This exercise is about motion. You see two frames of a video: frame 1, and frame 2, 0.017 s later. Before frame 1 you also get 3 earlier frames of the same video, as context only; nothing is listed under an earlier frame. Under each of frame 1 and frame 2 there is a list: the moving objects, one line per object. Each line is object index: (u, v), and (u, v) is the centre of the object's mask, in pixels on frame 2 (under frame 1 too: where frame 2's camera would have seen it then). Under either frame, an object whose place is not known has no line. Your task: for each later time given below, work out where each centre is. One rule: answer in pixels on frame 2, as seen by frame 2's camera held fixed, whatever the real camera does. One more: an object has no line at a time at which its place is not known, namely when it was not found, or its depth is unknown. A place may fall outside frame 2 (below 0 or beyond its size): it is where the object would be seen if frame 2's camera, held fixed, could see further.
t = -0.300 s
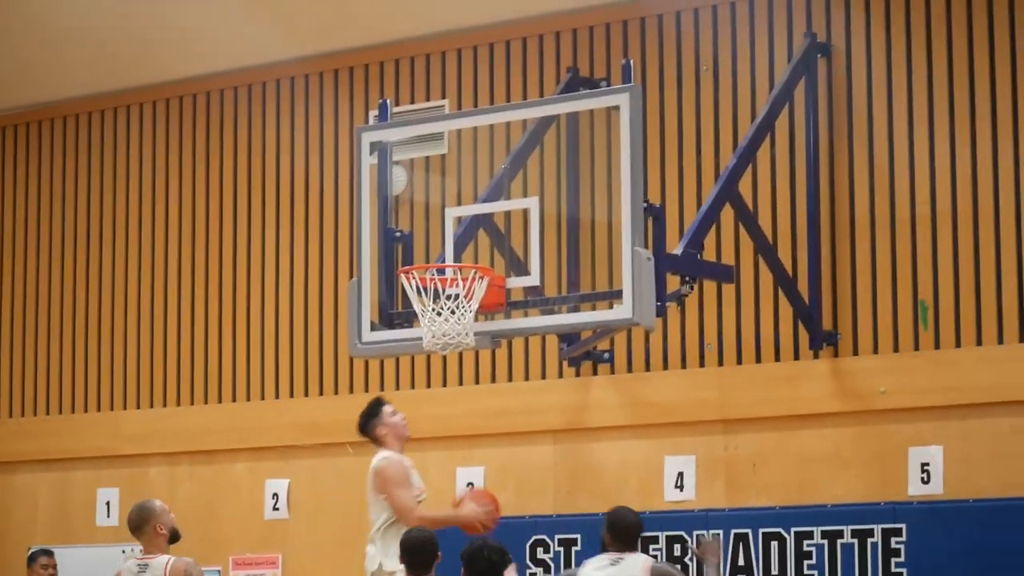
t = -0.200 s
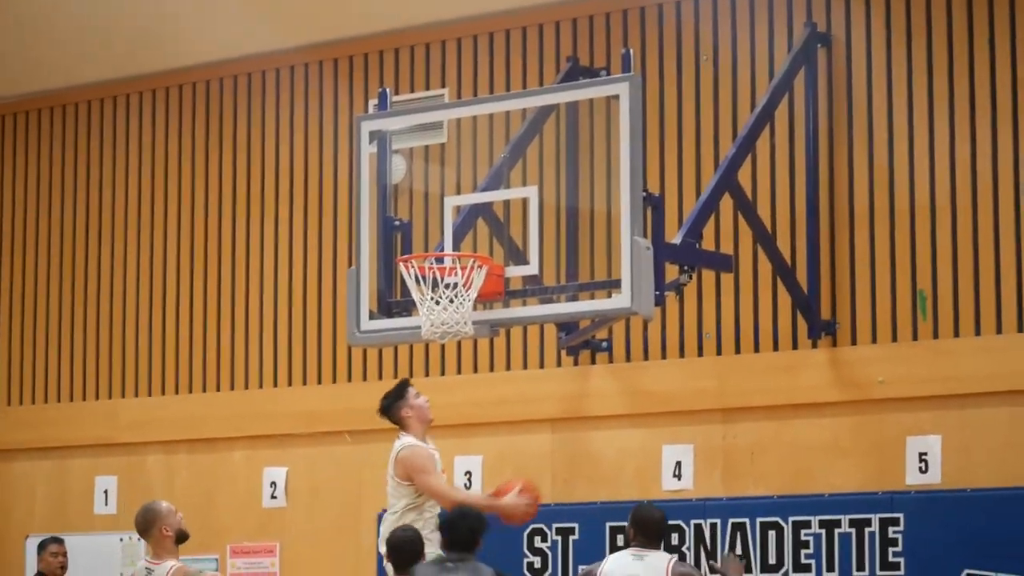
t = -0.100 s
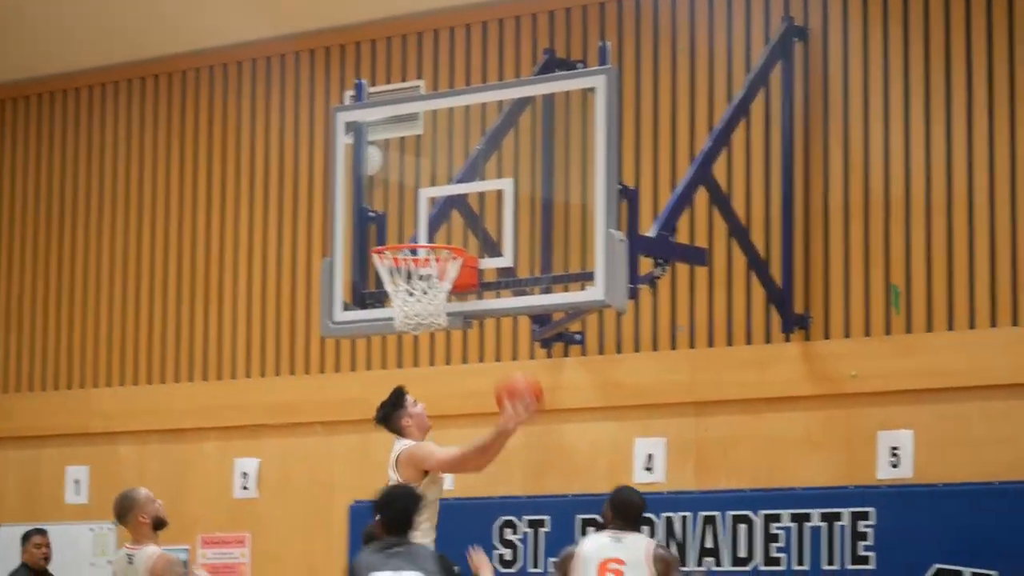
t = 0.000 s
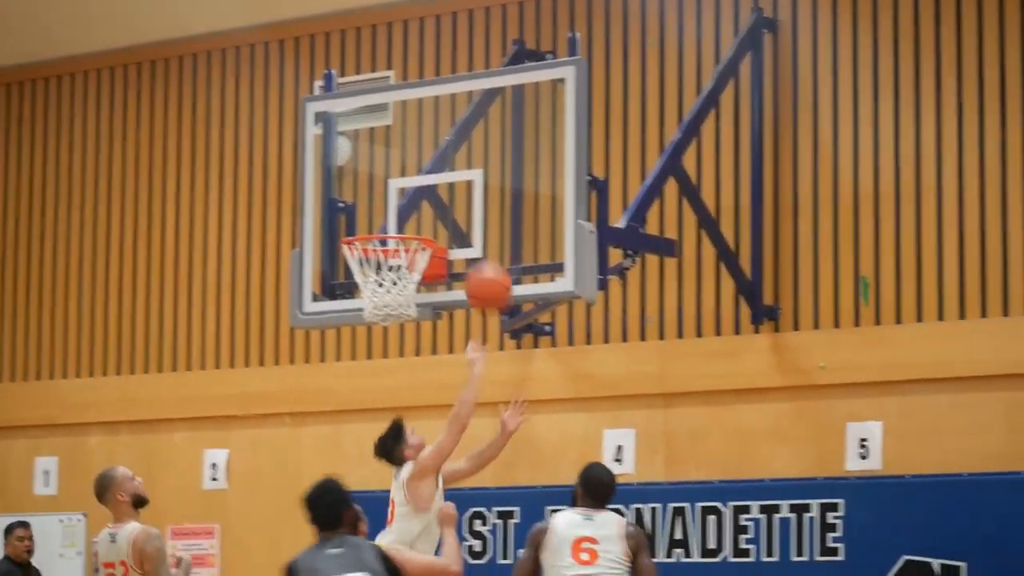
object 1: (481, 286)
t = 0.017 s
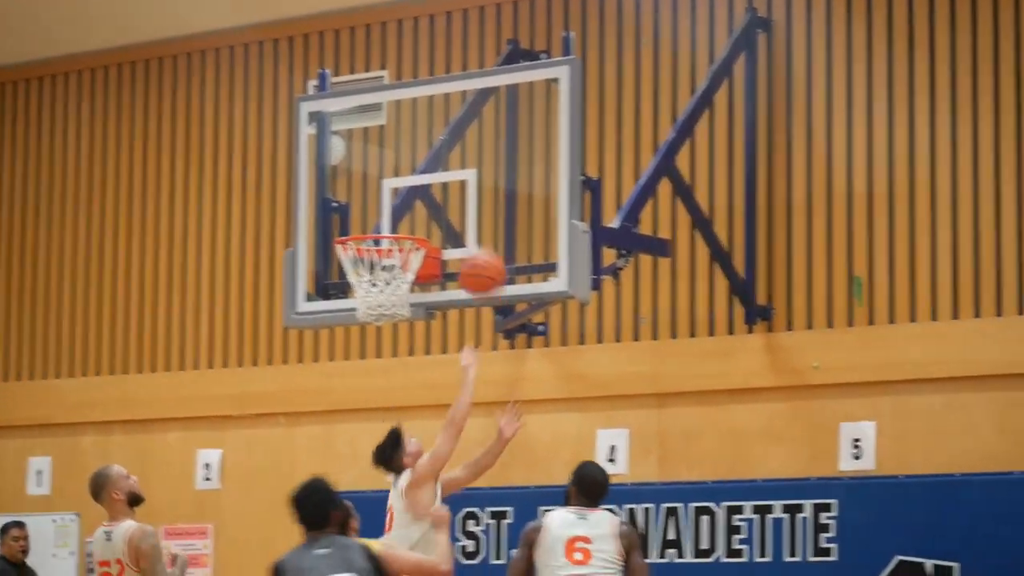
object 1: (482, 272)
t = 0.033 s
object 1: (482, 260)
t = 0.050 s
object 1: (480, 246)
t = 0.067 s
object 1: (481, 234)
